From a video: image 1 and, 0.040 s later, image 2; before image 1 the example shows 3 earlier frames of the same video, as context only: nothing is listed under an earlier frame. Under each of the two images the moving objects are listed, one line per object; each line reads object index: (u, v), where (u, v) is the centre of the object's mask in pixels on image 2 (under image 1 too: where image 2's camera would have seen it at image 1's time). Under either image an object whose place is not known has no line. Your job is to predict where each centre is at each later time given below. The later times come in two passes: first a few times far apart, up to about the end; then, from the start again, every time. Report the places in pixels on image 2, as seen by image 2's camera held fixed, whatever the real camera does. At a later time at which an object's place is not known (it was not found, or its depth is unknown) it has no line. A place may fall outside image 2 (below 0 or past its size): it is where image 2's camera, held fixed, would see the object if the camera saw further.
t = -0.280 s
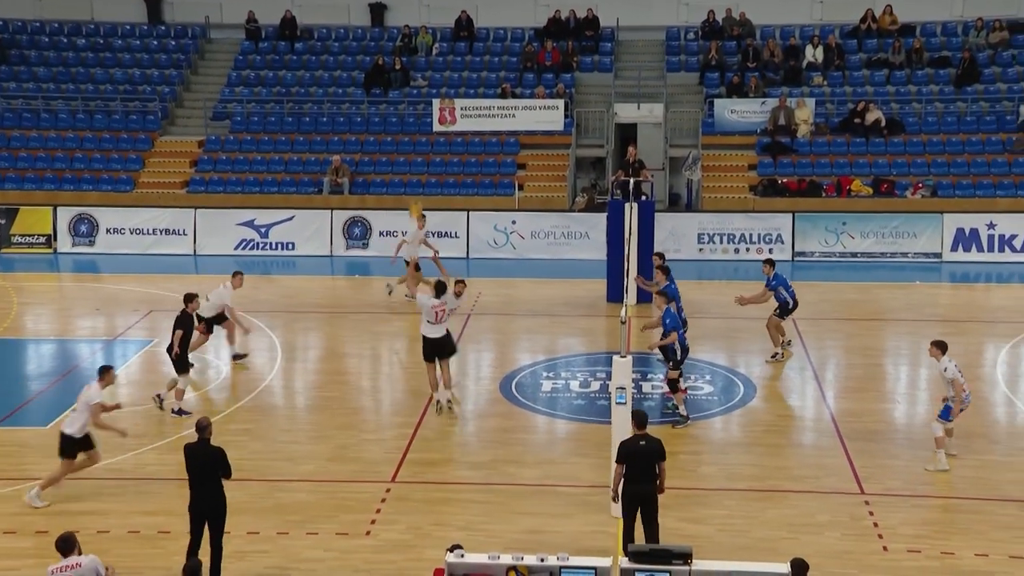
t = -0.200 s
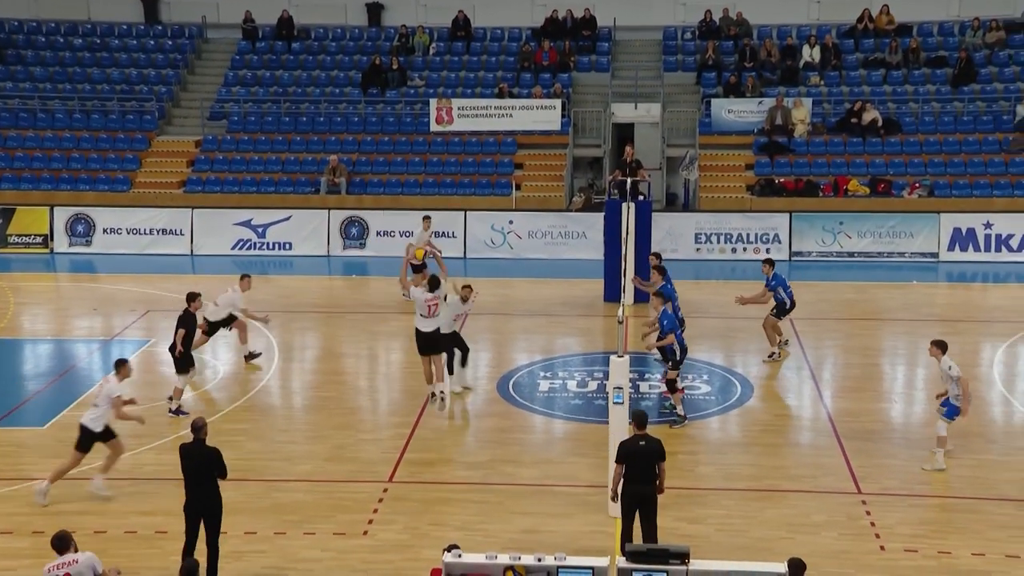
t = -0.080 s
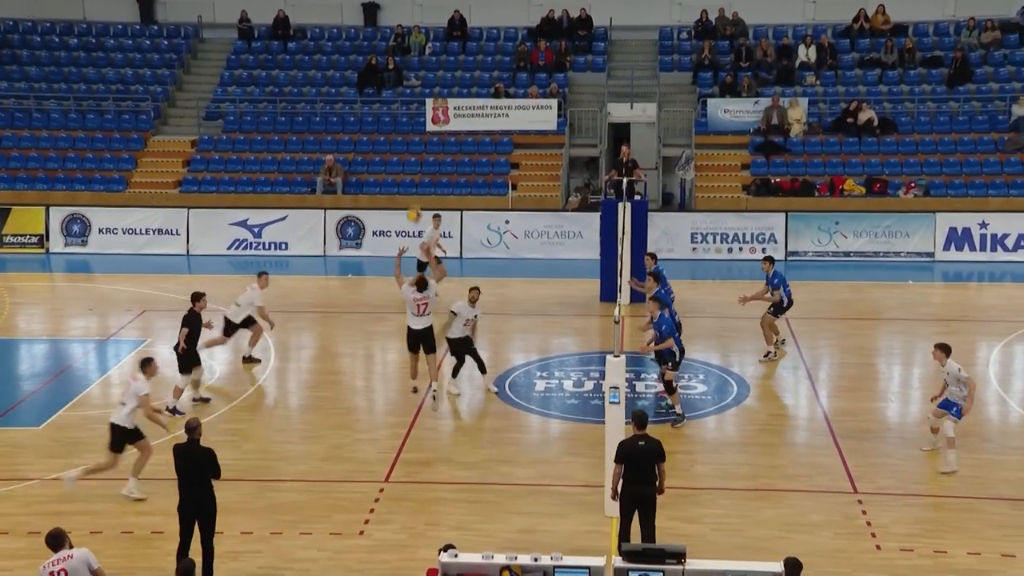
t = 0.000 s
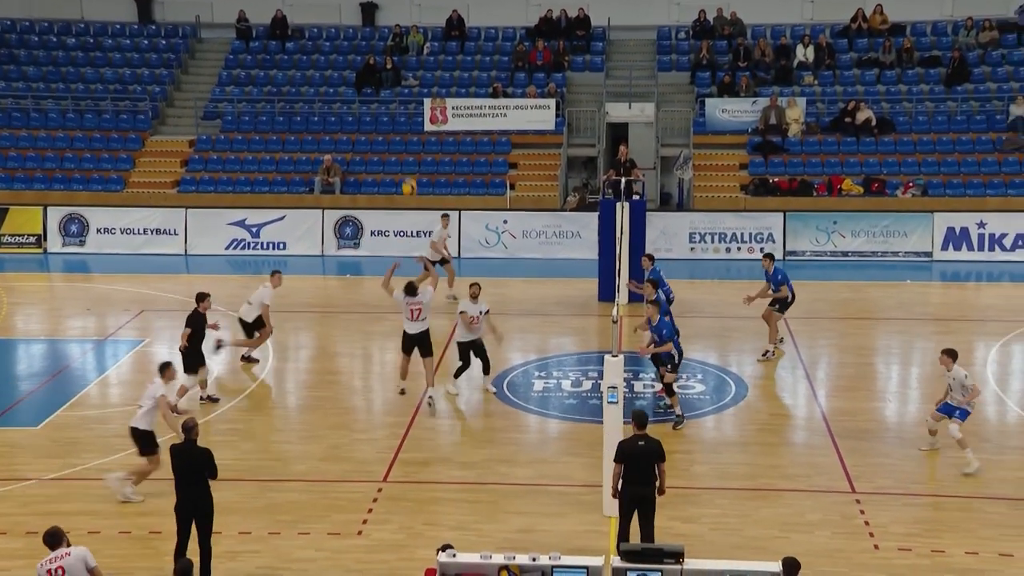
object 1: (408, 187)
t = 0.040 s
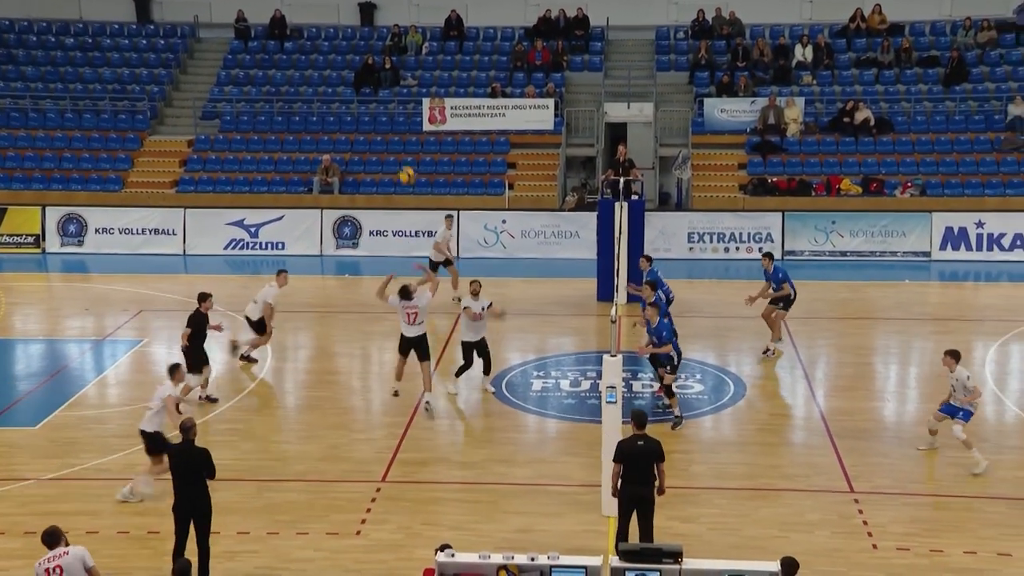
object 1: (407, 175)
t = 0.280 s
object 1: (399, 126)
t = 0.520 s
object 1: (393, 119)
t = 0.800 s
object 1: (387, 167)
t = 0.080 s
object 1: (405, 164)
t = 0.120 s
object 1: (403, 154)
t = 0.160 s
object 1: (402, 146)
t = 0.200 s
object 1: (401, 138)
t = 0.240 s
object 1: (400, 132)
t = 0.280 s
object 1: (399, 126)
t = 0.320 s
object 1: (398, 122)
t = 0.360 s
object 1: (397, 119)
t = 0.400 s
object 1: (396, 117)
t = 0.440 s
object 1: (395, 117)
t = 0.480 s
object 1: (394, 117)
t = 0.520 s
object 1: (393, 119)
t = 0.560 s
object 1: (392, 122)
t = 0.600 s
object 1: (391, 126)
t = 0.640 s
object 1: (390, 132)
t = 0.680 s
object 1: (389, 139)
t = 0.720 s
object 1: (388, 147)
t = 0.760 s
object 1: (387, 156)
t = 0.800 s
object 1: (387, 167)
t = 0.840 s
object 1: (386, 178)
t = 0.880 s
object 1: (385, 191)
